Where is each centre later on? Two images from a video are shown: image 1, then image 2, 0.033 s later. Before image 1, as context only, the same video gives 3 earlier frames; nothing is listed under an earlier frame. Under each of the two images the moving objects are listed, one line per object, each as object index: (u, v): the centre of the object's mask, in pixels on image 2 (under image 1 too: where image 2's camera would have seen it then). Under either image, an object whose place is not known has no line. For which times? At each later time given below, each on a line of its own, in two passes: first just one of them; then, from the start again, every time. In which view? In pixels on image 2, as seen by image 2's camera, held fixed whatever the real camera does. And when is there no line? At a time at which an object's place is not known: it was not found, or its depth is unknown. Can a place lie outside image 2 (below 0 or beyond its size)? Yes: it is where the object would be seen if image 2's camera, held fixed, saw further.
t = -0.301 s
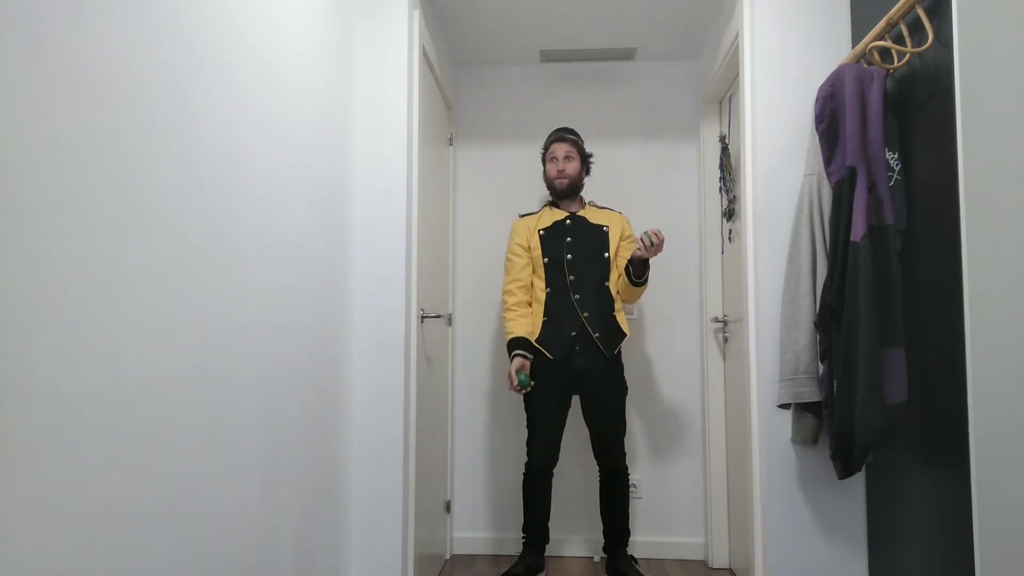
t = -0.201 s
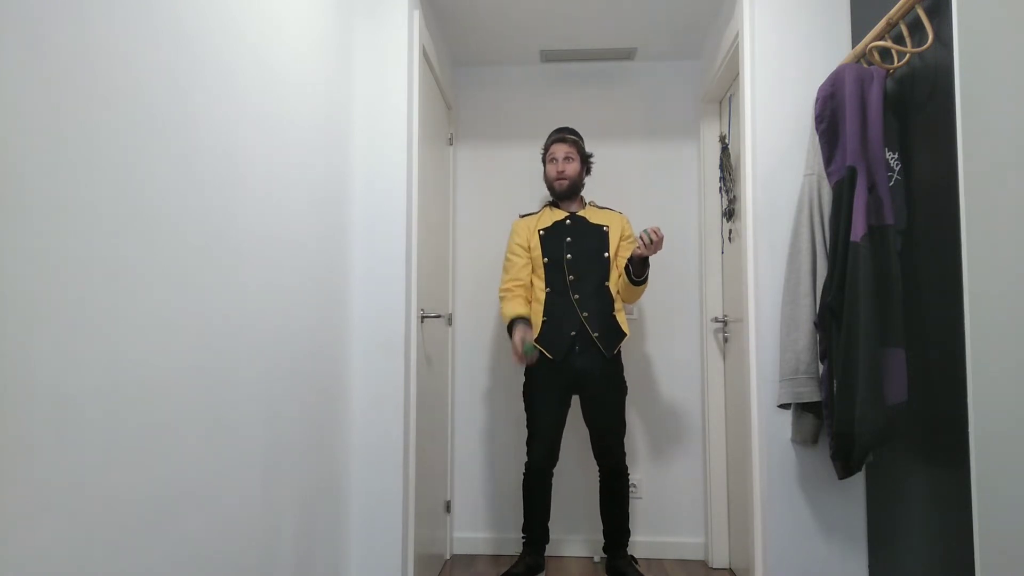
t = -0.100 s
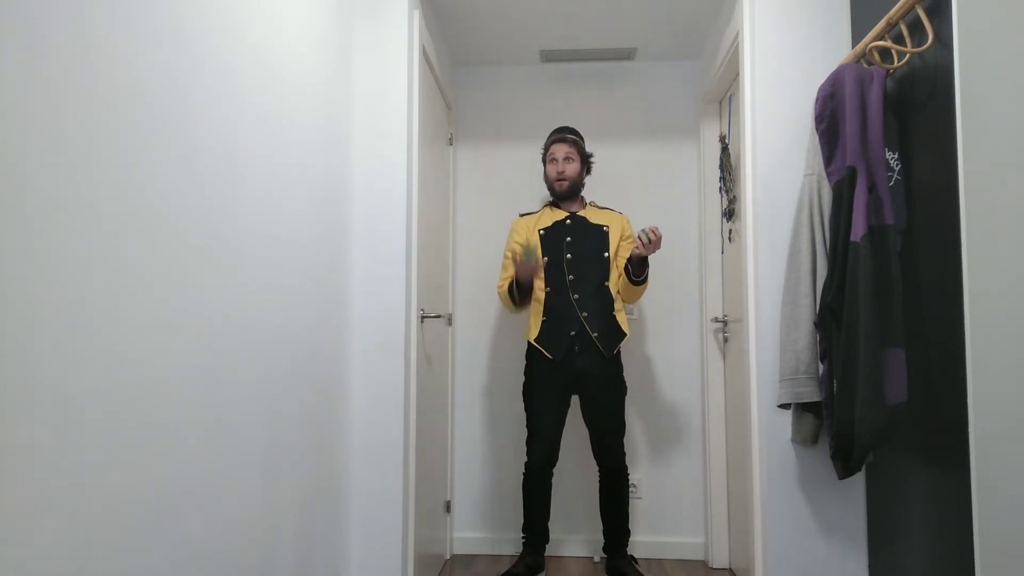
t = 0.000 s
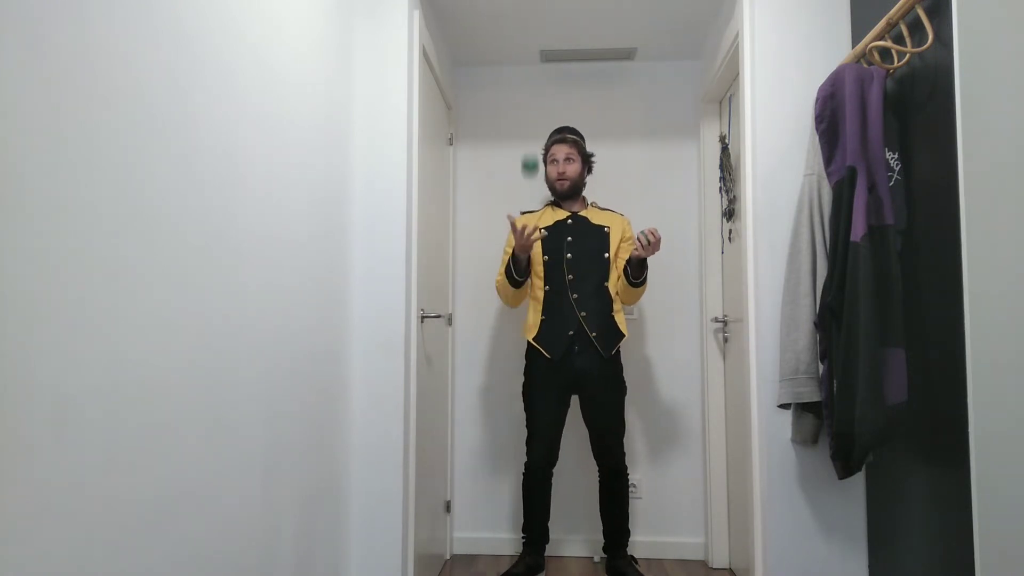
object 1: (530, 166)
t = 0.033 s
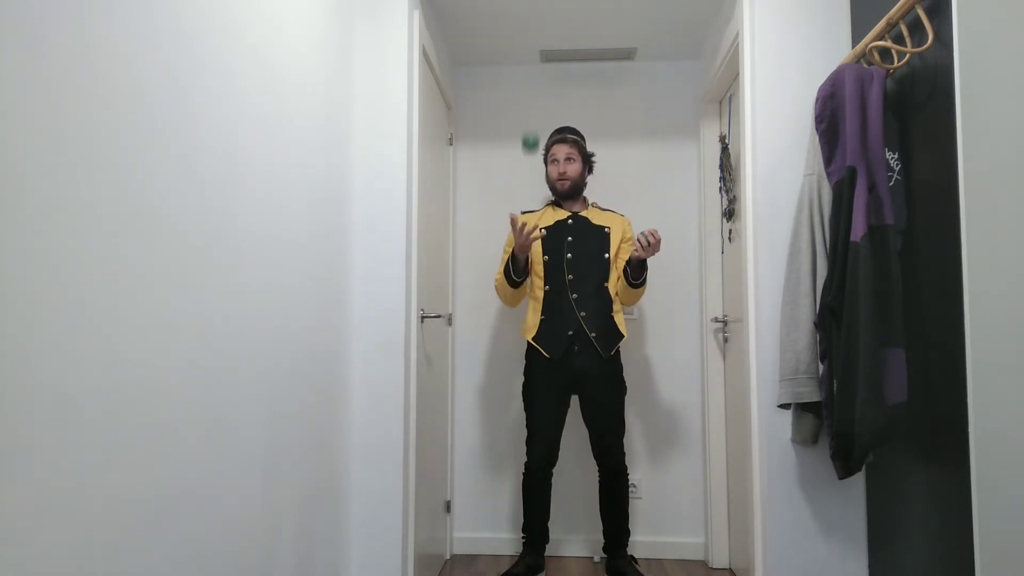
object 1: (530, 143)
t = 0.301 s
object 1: (534, 75)
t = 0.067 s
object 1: (531, 124)
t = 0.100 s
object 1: (531, 107)
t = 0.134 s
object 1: (532, 94)
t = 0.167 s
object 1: (532, 84)
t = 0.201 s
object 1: (533, 77)
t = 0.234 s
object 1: (533, 73)
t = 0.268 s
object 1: (533, 73)
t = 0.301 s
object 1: (534, 75)
